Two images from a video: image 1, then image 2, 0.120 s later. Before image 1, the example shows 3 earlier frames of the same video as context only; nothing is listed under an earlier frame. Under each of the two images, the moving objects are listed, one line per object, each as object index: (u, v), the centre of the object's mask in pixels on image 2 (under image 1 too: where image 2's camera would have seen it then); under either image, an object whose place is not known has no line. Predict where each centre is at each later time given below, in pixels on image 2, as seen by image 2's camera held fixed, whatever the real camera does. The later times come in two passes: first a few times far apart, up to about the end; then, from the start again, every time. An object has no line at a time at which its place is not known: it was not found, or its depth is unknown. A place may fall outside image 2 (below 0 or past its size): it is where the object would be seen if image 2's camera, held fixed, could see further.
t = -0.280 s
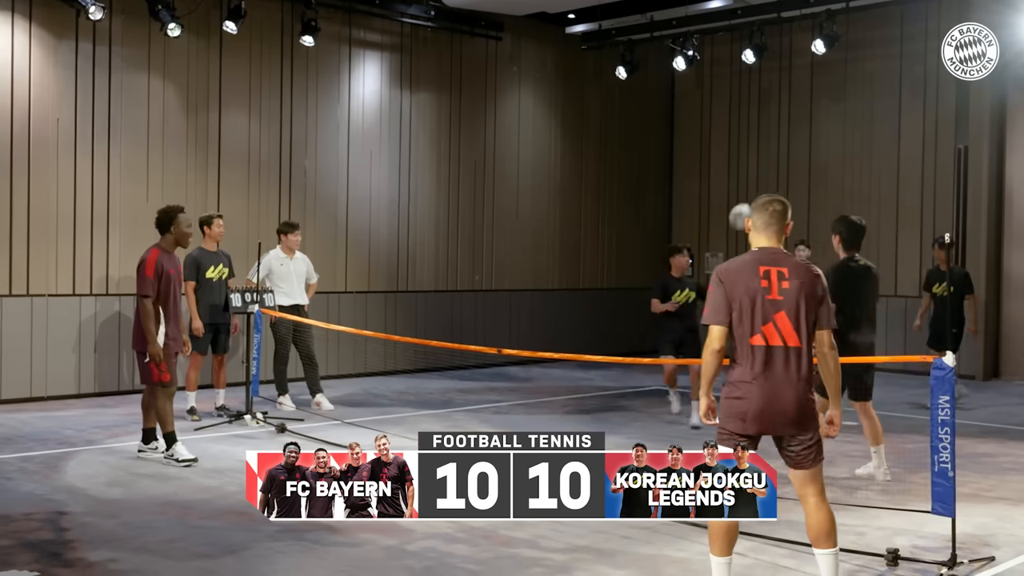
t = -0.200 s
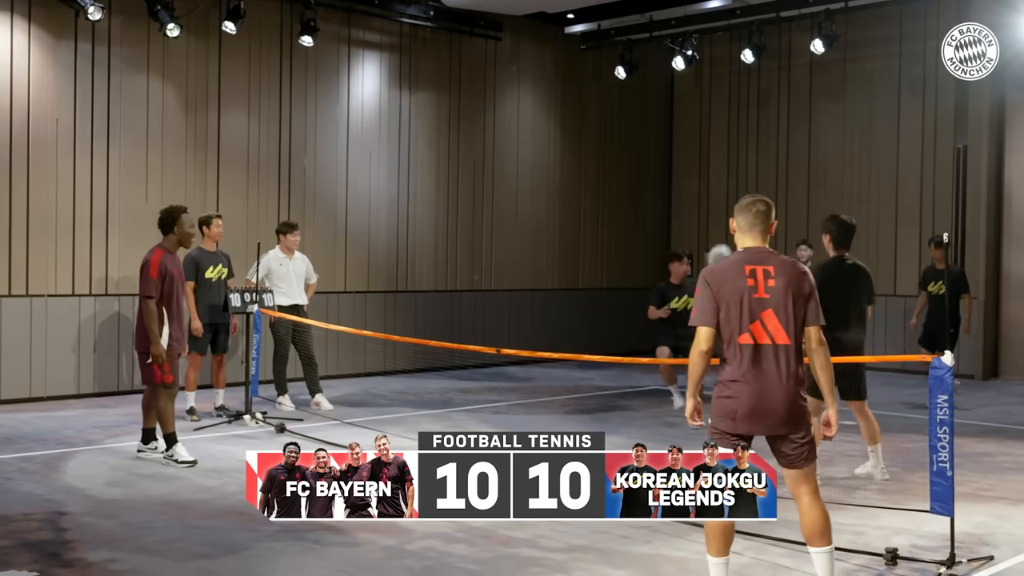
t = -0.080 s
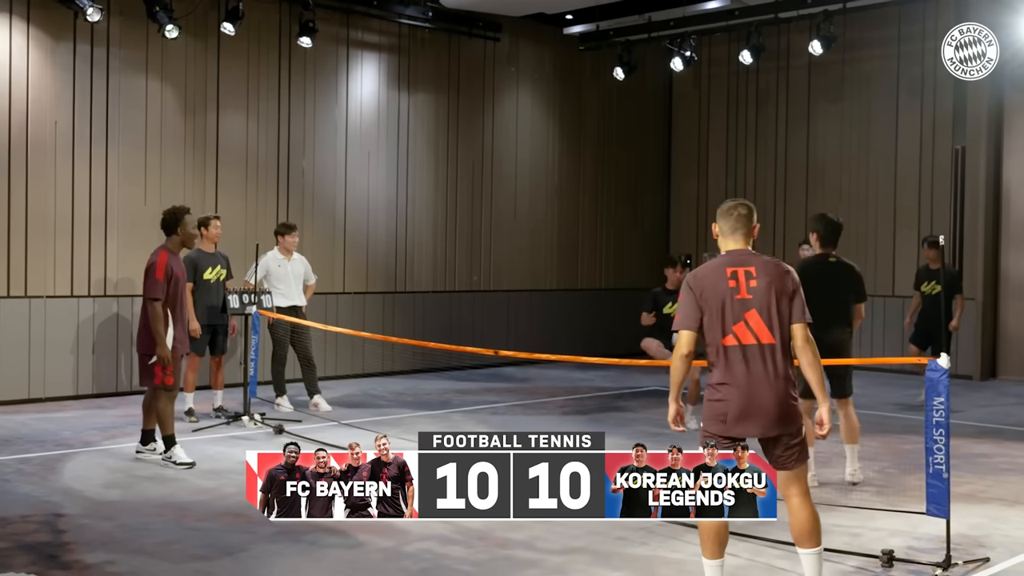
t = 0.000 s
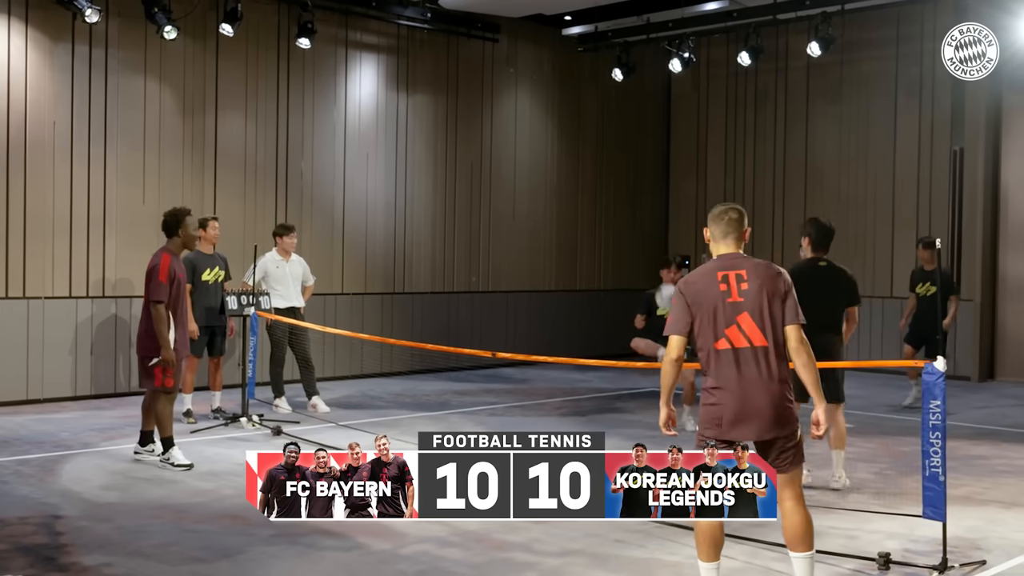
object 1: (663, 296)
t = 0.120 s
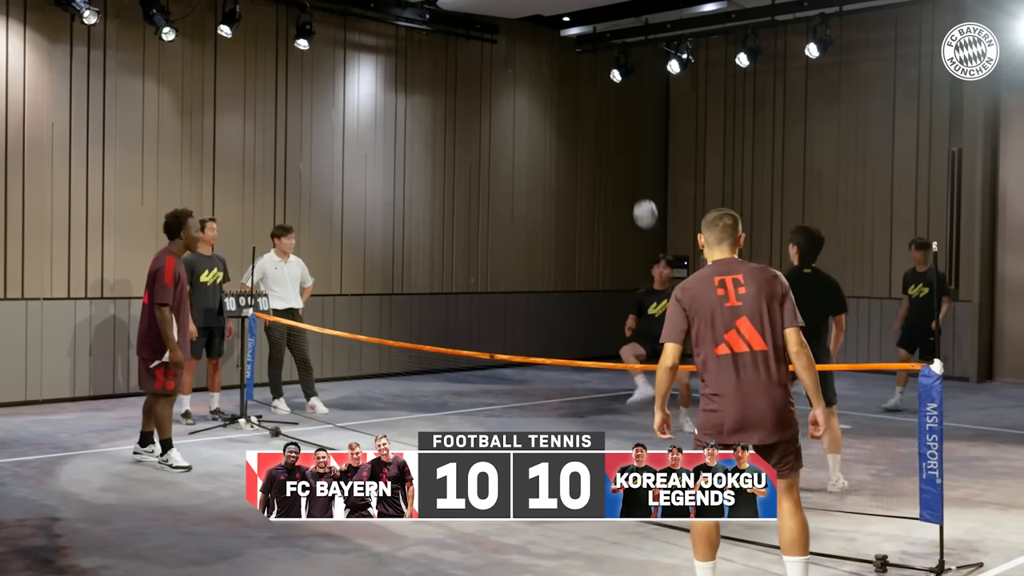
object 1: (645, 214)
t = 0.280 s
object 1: (617, 126)
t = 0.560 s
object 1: (568, 49)
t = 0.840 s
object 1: (520, 66)
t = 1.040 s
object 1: (485, 132)
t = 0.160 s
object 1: (638, 189)
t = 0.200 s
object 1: (631, 166)
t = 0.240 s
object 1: (624, 145)
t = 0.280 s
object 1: (617, 126)
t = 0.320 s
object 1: (610, 110)
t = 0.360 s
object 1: (603, 95)
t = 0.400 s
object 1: (596, 82)
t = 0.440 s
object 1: (589, 70)
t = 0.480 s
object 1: (582, 61)
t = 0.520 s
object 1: (575, 54)
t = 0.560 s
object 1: (568, 49)
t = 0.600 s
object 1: (561, 46)
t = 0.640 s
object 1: (554, 45)
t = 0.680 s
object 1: (547, 45)
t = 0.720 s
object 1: (540, 48)
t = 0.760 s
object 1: (534, 52)
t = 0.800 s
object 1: (527, 58)
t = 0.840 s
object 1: (520, 66)
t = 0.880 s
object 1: (513, 75)
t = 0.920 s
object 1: (506, 86)
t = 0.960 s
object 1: (499, 100)
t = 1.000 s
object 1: (492, 115)
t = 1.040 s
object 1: (485, 132)
